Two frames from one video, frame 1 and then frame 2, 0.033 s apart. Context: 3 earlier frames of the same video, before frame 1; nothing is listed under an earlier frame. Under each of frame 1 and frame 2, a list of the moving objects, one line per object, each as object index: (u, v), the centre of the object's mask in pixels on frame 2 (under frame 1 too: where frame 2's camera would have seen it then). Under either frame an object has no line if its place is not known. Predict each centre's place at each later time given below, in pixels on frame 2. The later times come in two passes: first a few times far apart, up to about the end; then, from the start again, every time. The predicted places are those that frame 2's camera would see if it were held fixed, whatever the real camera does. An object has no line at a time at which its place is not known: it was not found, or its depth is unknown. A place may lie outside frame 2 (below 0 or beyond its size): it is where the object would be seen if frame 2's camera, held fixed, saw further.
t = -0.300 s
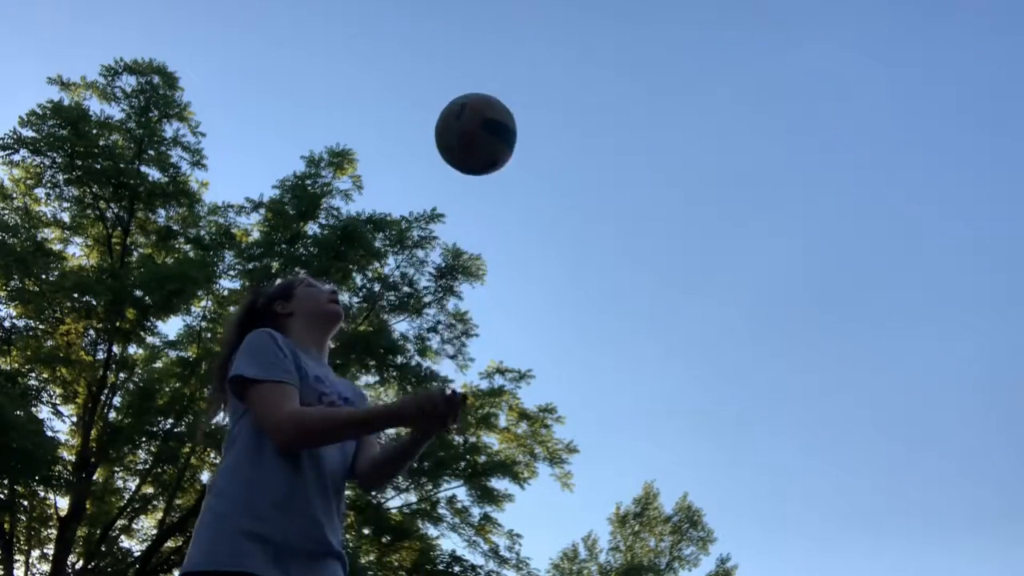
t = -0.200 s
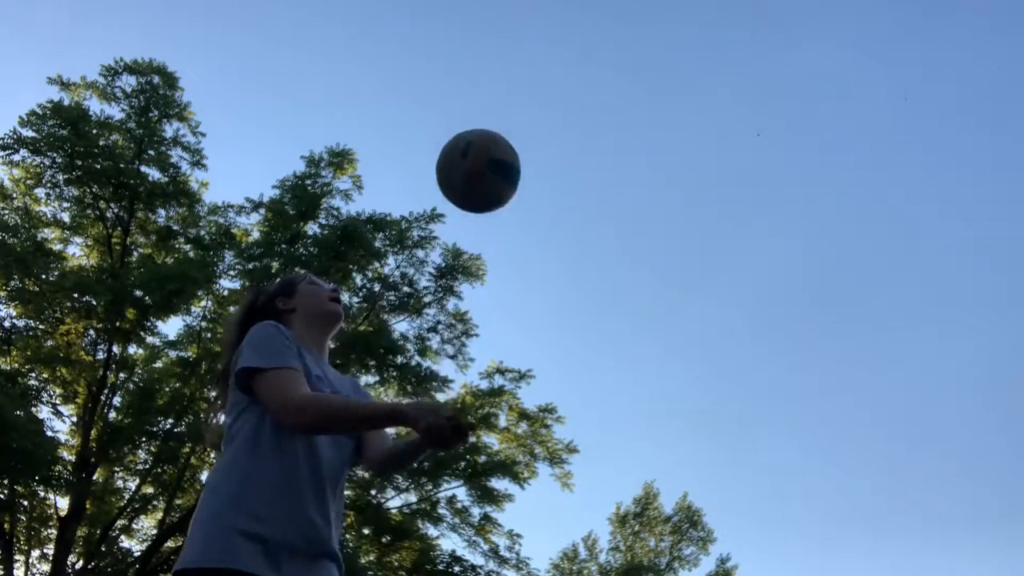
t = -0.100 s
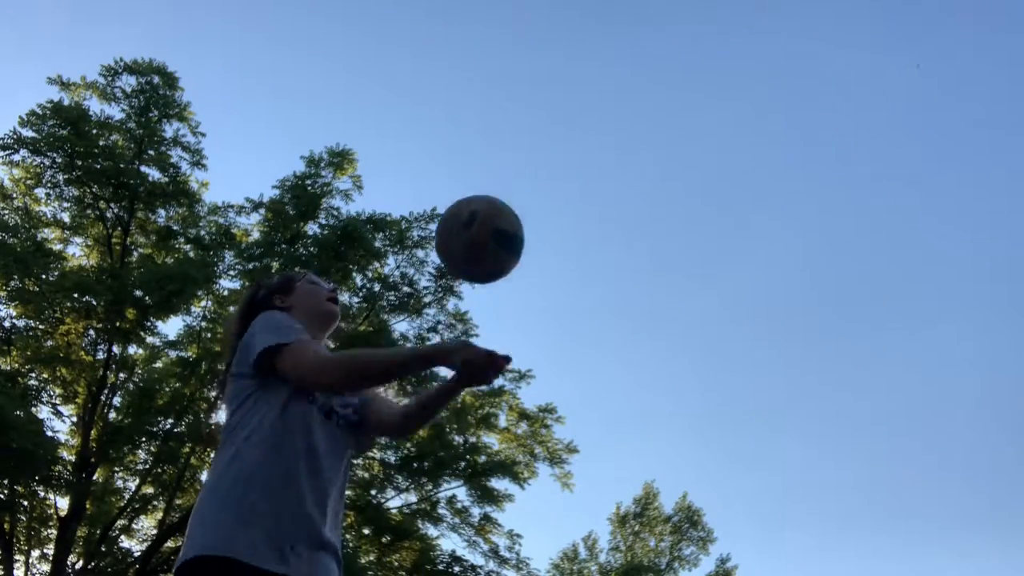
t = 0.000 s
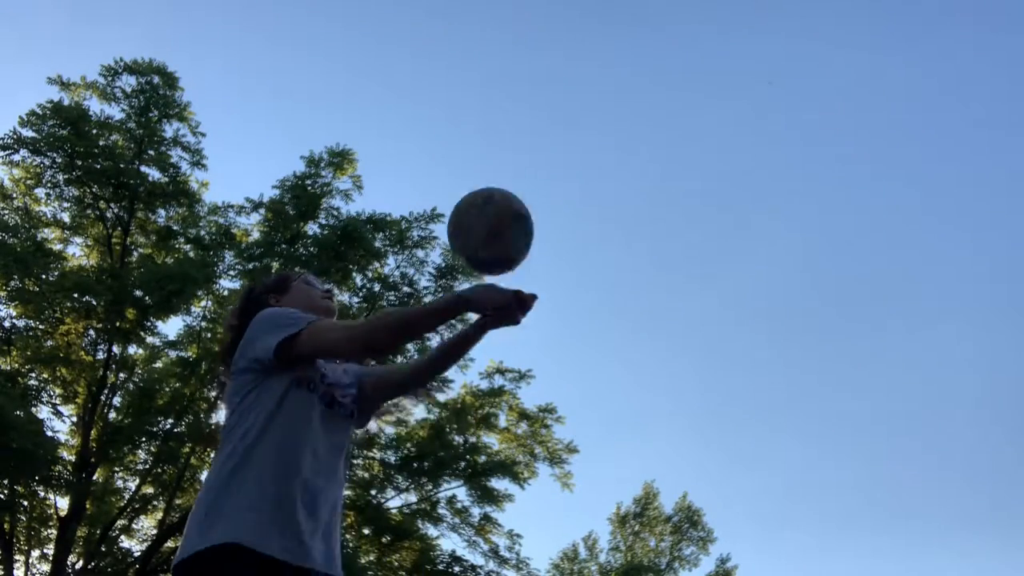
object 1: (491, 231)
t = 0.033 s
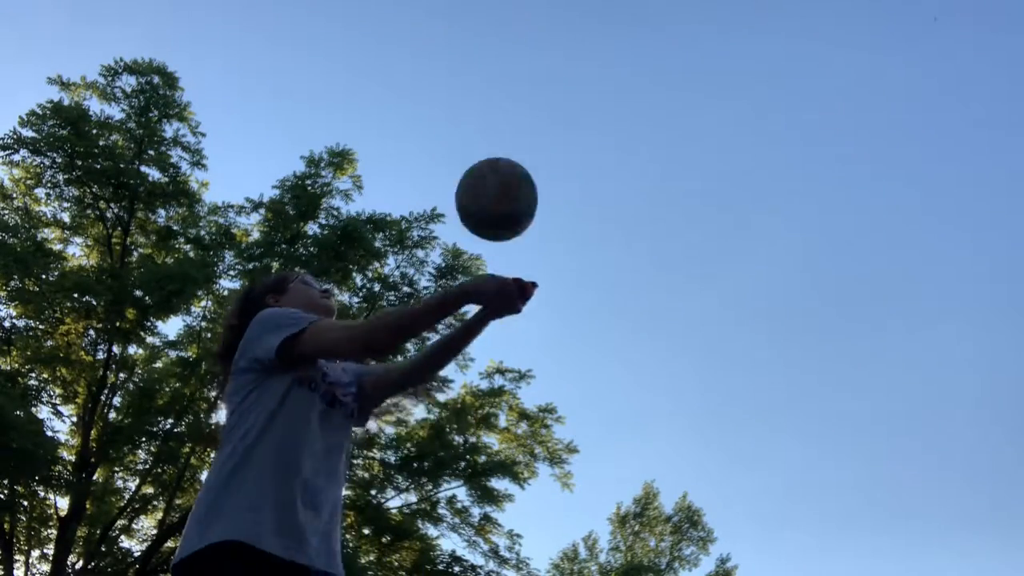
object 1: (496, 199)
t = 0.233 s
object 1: (524, 104)
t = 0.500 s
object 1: (549, 129)
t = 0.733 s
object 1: (572, 265)
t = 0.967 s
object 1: (604, 552)
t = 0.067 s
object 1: (502, 172)
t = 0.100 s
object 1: (507, 152)
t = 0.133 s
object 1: (512, 135)
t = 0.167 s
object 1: (516, 122)
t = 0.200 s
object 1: (520, 111)
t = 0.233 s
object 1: (524, 104)
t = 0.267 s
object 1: (527, 99)
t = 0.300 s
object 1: (531, 97)
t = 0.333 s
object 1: (534, 97)
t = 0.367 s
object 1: (537, 99)
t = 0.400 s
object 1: (540, 104)
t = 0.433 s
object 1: (543, 111)
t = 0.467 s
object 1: (546, 119)
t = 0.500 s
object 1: (549, 129)
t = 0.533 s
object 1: (552, 142)
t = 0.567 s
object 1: (555, 157)
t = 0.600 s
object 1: (558, 173)
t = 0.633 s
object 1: (562, 192)
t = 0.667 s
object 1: (565, 214)
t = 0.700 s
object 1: (568, 238)
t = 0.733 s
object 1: (572, 265)
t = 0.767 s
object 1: (576, 295)
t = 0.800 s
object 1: (580, 328)
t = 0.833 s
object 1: (584, 366)
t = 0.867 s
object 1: (589, 407)
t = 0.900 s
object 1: (594, 453)
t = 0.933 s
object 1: (599, 504)
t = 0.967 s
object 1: (604, 552)
